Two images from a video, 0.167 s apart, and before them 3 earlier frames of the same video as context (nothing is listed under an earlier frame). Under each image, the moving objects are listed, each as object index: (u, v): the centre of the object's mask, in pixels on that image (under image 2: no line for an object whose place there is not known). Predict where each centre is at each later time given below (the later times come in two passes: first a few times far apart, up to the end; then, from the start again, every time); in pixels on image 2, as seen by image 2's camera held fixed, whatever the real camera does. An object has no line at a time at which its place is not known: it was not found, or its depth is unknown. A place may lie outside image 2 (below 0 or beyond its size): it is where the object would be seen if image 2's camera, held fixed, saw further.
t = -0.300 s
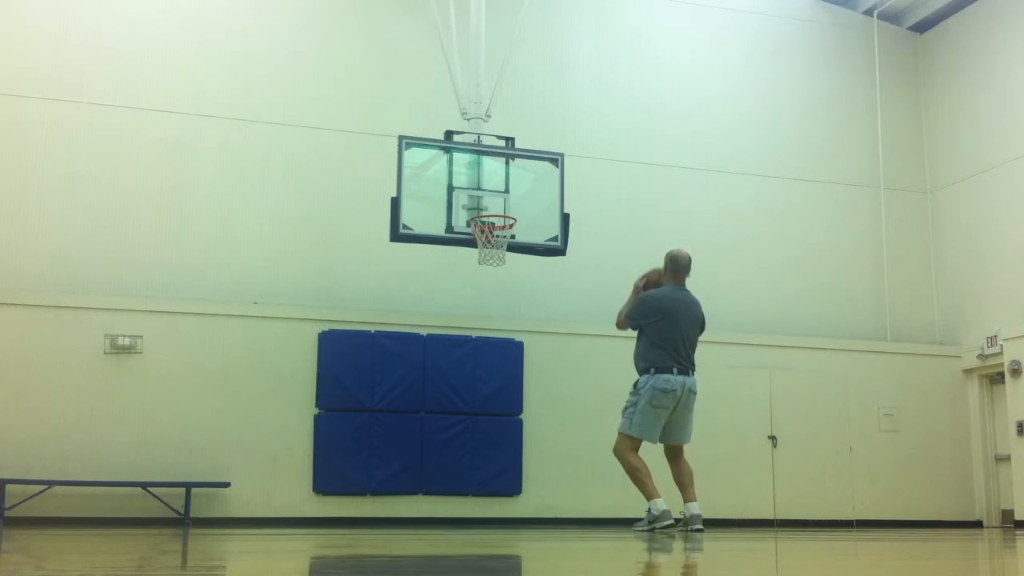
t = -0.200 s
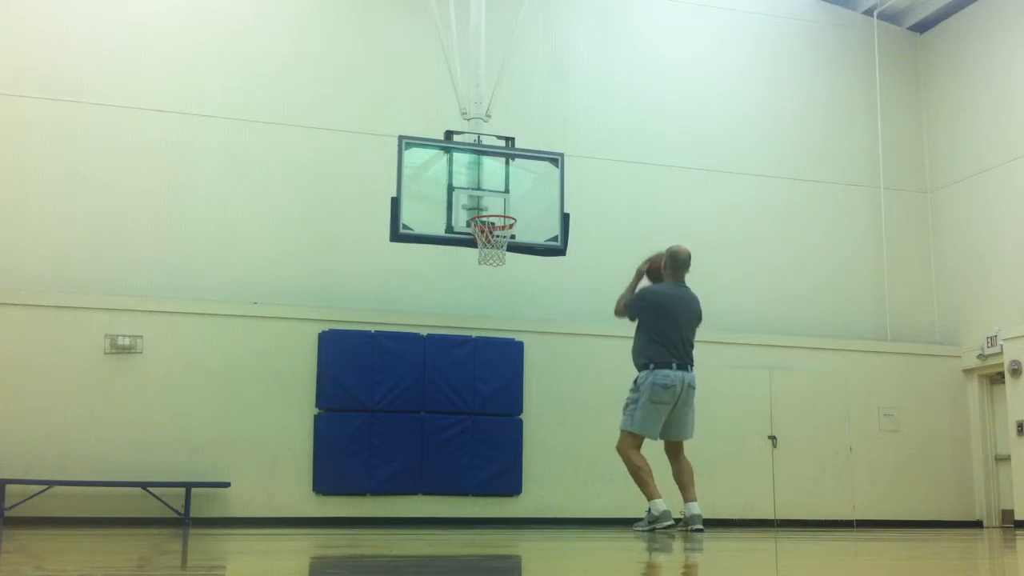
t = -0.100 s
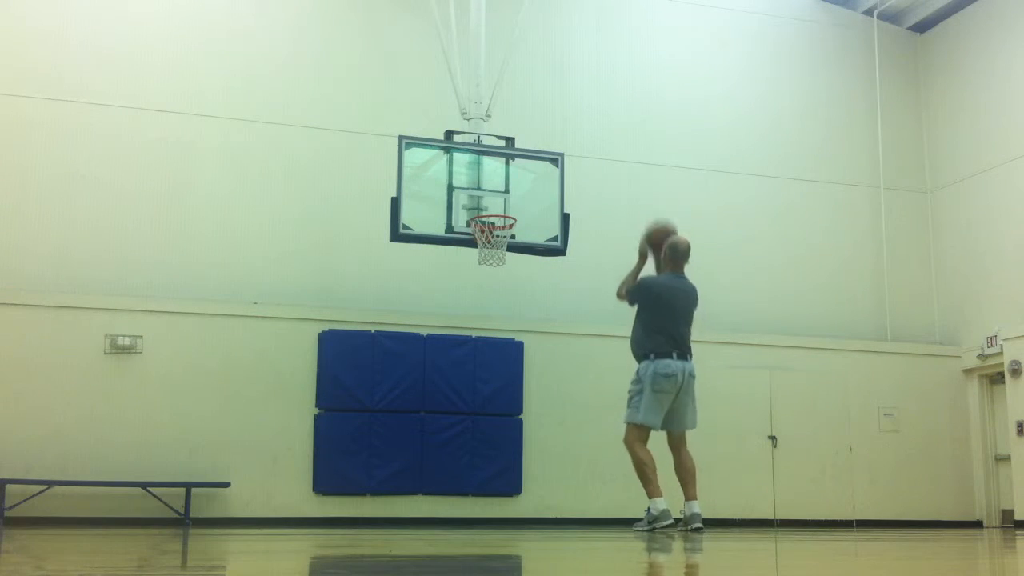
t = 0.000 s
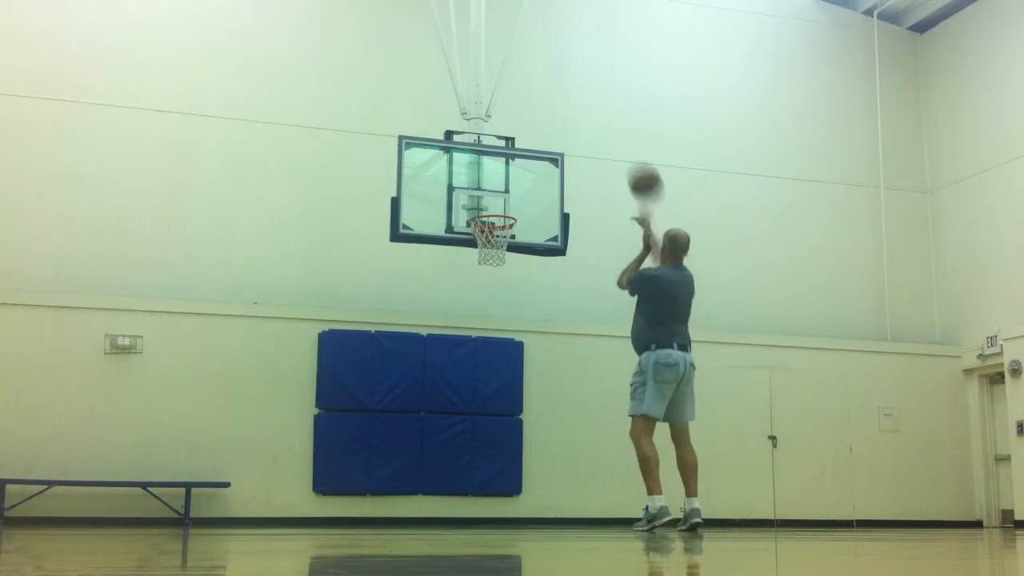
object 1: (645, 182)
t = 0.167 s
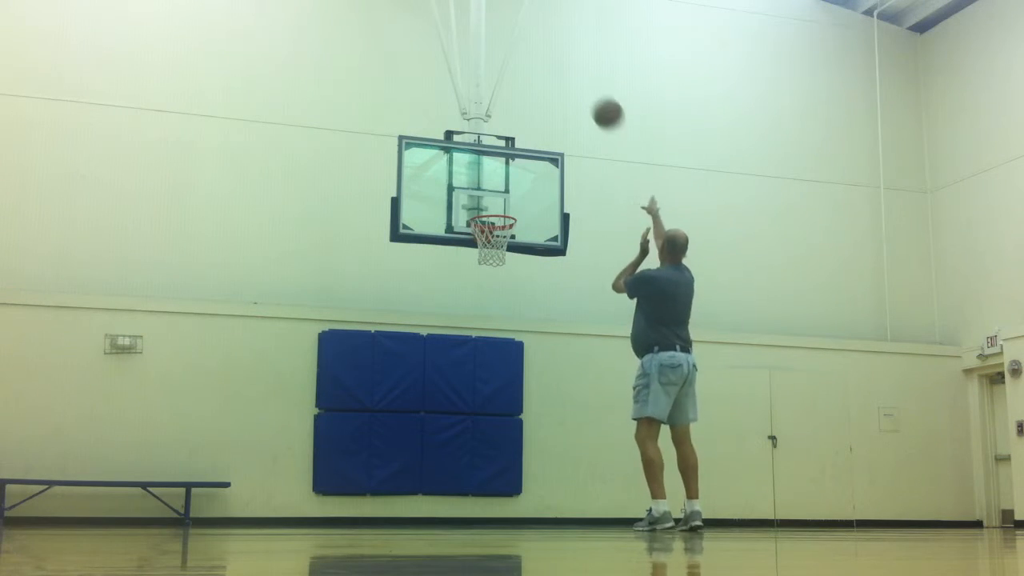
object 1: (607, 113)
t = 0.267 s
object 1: (588, 92)
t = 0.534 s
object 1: (544, 91)
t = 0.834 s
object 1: (503, 169)
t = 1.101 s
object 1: (487, 249)
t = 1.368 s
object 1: (497, 265)
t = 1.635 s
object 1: (499, 325)
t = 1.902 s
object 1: (501, 465)
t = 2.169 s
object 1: (498, 425)
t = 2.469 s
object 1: (490, 369)
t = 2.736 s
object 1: (481, 396)
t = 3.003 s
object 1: (470, 511)
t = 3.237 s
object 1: (467, 441)
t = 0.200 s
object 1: (601, 105)
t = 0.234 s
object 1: (594, 98)
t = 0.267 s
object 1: (588, 92)
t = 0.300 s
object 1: (582, 88)
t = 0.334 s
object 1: (576, 85)
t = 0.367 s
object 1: (570, 82)
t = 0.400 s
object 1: (564, 82)
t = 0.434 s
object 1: (559, 82)
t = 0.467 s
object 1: (554, 84)
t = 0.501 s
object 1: (549, 87)
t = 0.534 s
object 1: (544, 91)
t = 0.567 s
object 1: (539, 96)
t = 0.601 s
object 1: (534, 102)
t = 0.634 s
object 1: (529, 109)
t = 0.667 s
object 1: (525, 116)
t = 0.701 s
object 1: (520, 125)
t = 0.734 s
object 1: (516, 134)
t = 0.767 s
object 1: (512, 145)
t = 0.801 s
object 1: (508, 158)
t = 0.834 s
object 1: (503, 169)
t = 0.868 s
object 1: (498, 184)
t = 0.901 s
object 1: (495, 196)
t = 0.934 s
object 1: (490, 211)
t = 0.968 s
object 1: (490, 221)
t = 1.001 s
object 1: (482, 242)
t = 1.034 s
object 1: (484, 247)
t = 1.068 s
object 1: (486, 247)
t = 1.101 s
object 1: (487, 249)
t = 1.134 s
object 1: (488, 246)
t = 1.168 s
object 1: (490, 252)
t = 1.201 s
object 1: (491, 255)
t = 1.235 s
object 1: (493, 259)
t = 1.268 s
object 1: (495, 261)
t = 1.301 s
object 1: (495, 263)
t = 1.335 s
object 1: (497, 264)
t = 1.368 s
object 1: (497, 265)
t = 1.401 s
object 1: (497, 268)
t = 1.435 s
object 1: (498, 273)
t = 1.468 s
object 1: (498, 278)
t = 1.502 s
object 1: (498, 285)
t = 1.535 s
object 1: (499, 293)
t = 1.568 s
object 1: (499, 303)
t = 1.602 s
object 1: (499, 314)
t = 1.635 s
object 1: (499, 325)
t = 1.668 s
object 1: (500, 337)
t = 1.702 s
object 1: (501, 353)
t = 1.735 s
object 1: (500, 366)
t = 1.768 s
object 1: (501, 385)
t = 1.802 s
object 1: (502, 404)
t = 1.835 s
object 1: (502, 421)
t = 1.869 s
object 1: (502, 444)
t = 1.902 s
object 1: (501, 465)
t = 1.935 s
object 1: (502, 493)
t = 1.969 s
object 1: (502, 511)
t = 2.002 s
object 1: (502, 496)
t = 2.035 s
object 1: (501, 478)
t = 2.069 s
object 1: (500, 465)
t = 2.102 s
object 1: (500, 449)
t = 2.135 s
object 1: (499, 436)
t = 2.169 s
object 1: (498, 425)
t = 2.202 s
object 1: (497, 414)
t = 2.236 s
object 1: (497, 405)
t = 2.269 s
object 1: (496, 396)
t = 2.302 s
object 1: (495, 388)
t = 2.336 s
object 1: (494, 382)
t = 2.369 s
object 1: (492, 378)
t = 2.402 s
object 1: (492, 374)
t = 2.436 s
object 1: (491, 370)
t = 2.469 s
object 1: (490, 369)
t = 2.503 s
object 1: (489, 369)
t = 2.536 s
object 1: (488, 369)
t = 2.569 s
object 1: (487, 371)
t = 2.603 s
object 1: (486, 373)
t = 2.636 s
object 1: (484, 377)
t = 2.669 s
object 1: (483, 382)
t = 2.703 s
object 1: (482, 388)
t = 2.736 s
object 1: (481, 396)
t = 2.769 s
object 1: (480, 407)
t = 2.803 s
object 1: (478, 417)
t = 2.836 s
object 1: (477, 429)
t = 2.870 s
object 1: (476, 442)
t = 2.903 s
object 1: (475, 457)
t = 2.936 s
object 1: (474, 473)
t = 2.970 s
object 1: (471, 493)
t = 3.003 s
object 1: (470, 511)
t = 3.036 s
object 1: (469, 502)
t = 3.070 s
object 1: (469, 489)
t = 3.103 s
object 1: (469, 478)
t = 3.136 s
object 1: (469, 468)
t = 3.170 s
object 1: (468, 458)
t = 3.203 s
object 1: (467, 450)
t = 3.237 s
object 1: (467, 441)
